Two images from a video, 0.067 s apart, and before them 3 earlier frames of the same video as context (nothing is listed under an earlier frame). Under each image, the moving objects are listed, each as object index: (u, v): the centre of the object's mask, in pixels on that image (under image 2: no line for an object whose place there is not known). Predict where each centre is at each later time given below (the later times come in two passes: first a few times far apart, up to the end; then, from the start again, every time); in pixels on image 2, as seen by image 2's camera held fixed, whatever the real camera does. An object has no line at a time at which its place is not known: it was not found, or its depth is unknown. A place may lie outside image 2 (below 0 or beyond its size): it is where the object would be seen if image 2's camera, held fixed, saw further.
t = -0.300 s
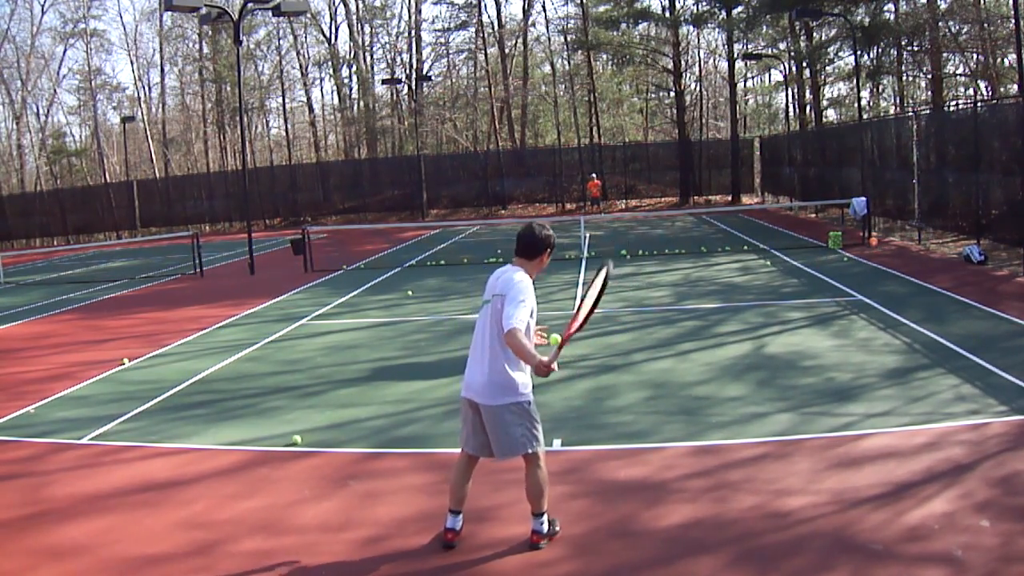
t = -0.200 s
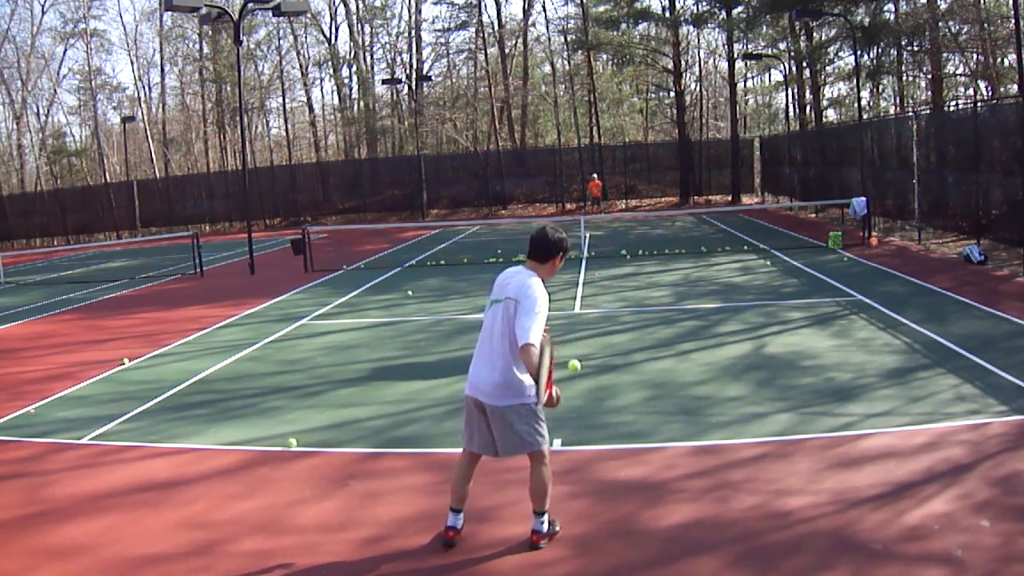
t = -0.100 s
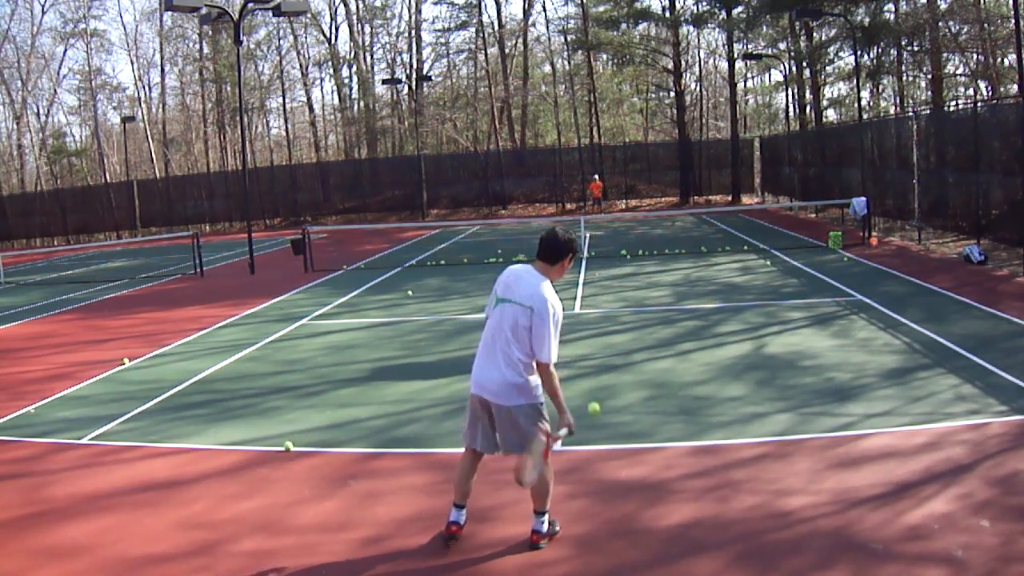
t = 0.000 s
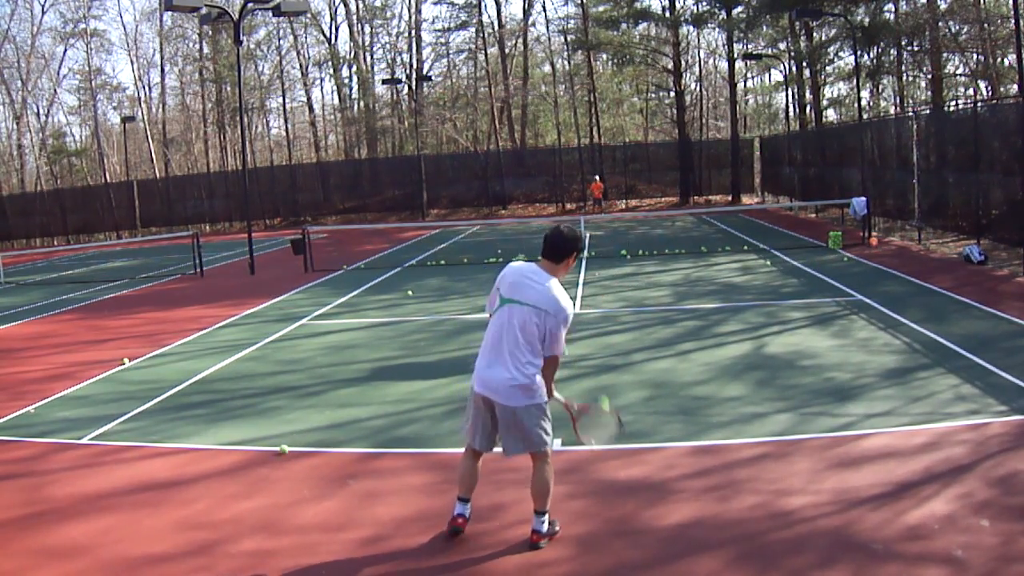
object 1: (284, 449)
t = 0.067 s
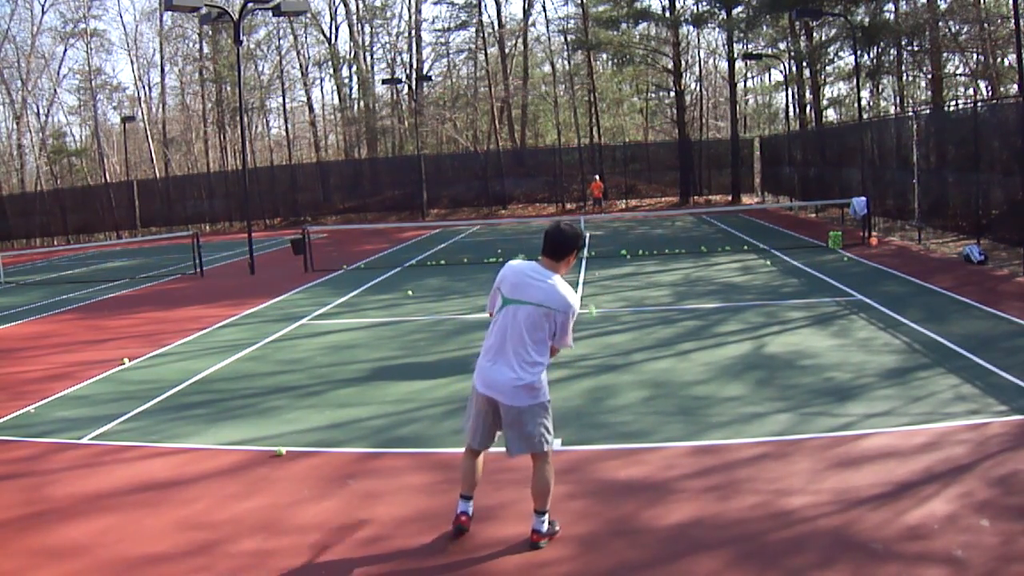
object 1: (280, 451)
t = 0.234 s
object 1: (274, 456)
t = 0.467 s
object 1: (266, 462)
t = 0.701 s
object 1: (256, 470)
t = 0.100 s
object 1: (279, 453)
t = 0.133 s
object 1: (278, 454)
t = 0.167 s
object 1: (276, 454)
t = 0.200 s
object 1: (275, 455)
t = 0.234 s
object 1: (274, 456)
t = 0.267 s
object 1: (273, 457)
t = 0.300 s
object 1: (272, 458)
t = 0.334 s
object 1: (271, 459)
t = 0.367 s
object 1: (269, 460)
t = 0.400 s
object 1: (268, 461)
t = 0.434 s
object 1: (267, 462)
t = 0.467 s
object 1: (266, 462)
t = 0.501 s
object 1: (264, 463)
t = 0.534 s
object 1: (263, 465)
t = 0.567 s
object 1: (261, 466)
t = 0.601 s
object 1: (260, 467)
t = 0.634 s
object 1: (259, 468)
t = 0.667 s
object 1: (258, 469)
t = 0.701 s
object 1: (256, 470)
